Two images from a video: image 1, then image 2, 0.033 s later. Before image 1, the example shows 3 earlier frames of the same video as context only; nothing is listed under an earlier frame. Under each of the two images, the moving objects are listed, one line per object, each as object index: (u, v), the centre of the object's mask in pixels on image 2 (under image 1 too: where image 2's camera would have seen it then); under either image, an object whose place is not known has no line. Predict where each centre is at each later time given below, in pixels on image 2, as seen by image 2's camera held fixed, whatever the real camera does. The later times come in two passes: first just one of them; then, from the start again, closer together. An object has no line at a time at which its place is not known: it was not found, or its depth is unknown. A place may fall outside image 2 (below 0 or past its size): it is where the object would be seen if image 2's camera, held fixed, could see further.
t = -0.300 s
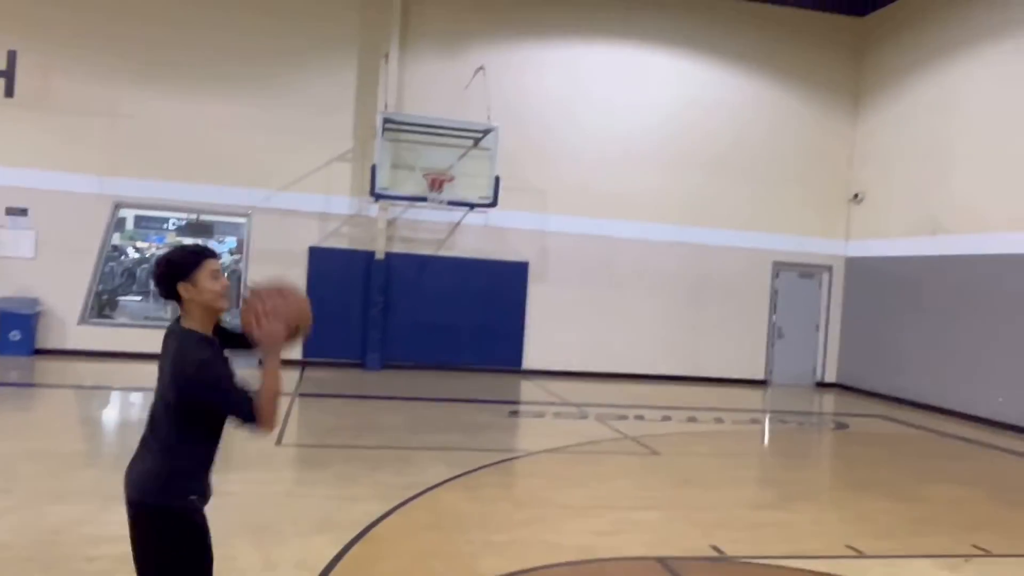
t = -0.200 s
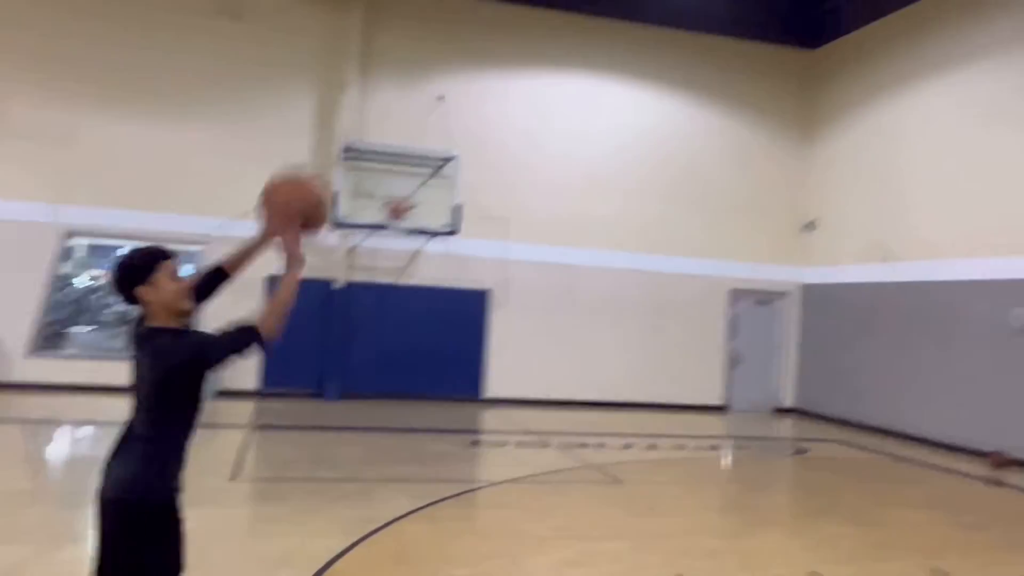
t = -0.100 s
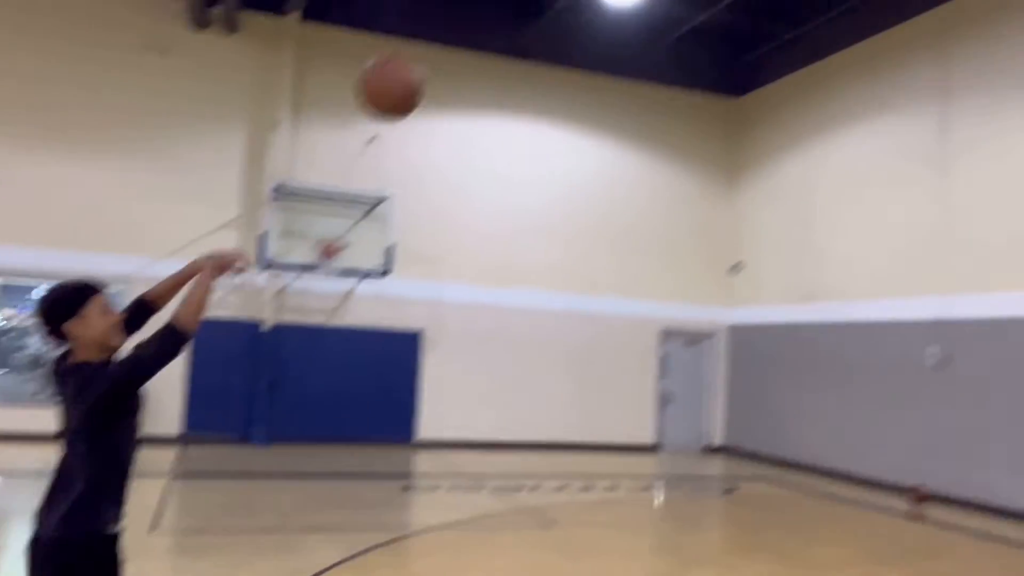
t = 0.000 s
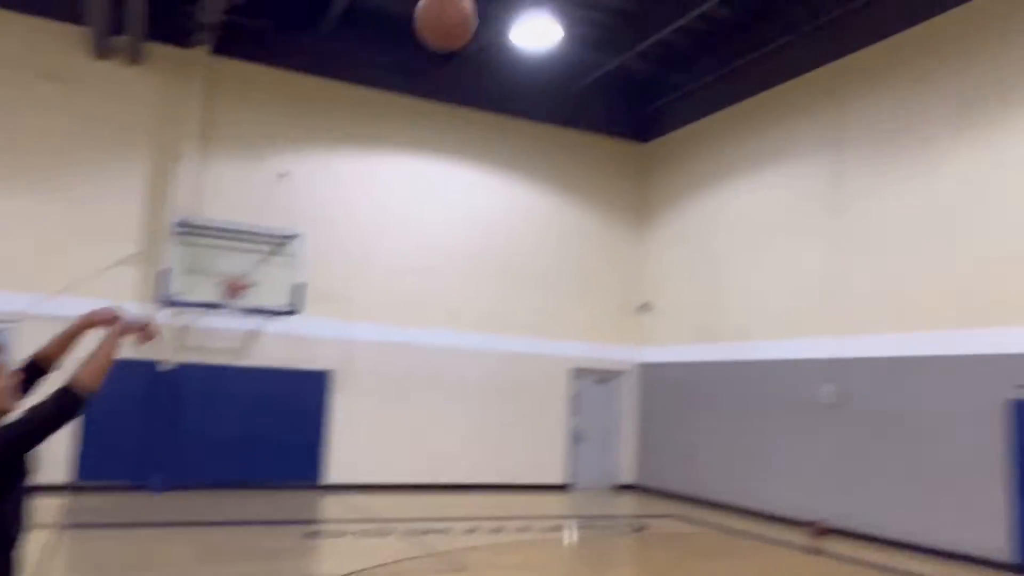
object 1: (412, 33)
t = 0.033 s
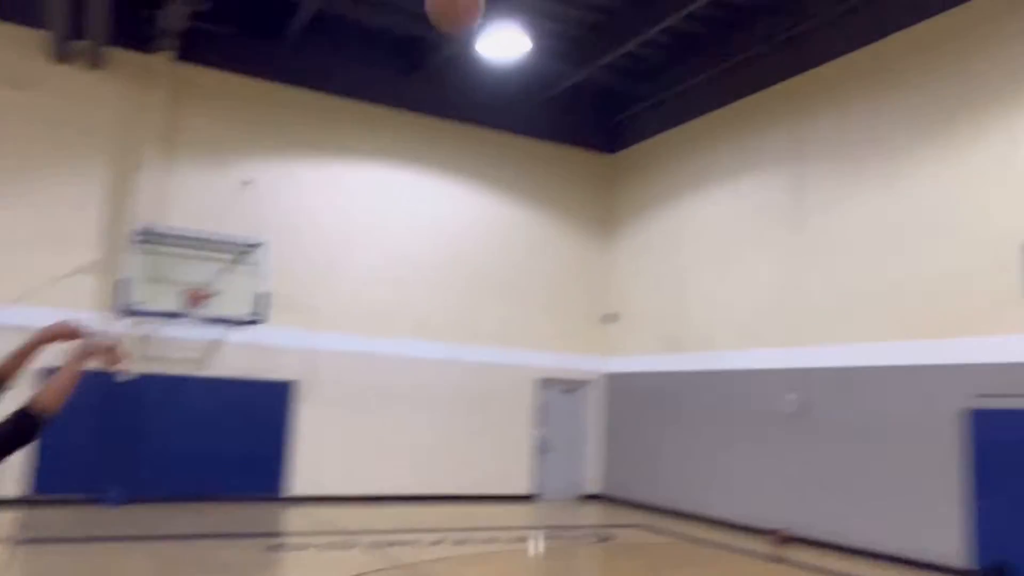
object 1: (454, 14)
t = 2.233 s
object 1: (1173, 383)
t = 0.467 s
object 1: (836, -58)
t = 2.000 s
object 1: (1135, 296)
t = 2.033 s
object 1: (1140, 298)
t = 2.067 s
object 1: (1145, 312)
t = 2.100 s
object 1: (1150, 320)
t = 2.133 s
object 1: (1154, 334)
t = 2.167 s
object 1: (1161, 349)
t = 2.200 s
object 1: (1167, 365)
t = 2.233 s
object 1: (1173, 383)
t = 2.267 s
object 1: (1180, 403)
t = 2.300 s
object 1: (1187, 425)
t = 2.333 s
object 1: (1193, 448)
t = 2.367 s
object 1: (1200, 473)
